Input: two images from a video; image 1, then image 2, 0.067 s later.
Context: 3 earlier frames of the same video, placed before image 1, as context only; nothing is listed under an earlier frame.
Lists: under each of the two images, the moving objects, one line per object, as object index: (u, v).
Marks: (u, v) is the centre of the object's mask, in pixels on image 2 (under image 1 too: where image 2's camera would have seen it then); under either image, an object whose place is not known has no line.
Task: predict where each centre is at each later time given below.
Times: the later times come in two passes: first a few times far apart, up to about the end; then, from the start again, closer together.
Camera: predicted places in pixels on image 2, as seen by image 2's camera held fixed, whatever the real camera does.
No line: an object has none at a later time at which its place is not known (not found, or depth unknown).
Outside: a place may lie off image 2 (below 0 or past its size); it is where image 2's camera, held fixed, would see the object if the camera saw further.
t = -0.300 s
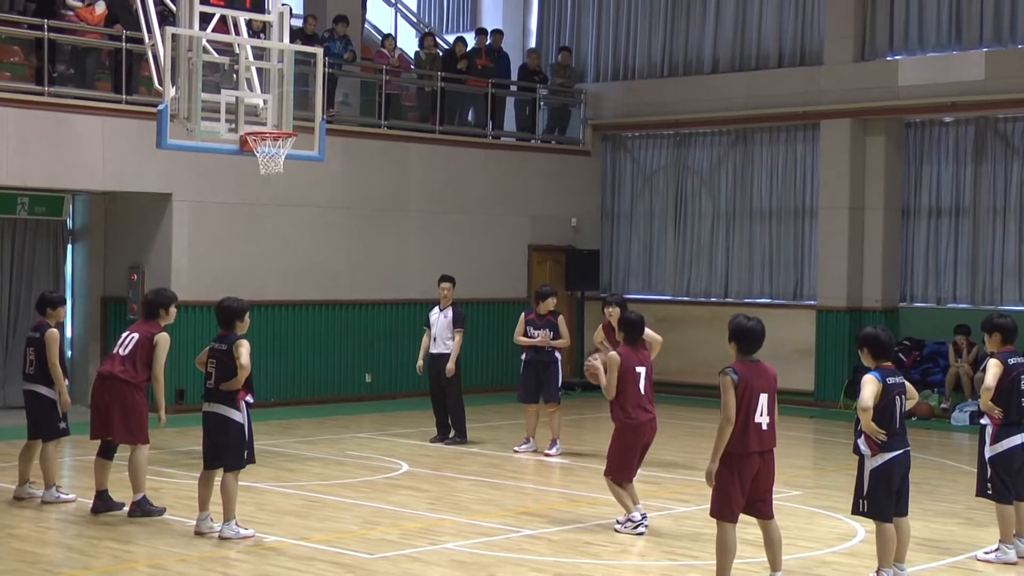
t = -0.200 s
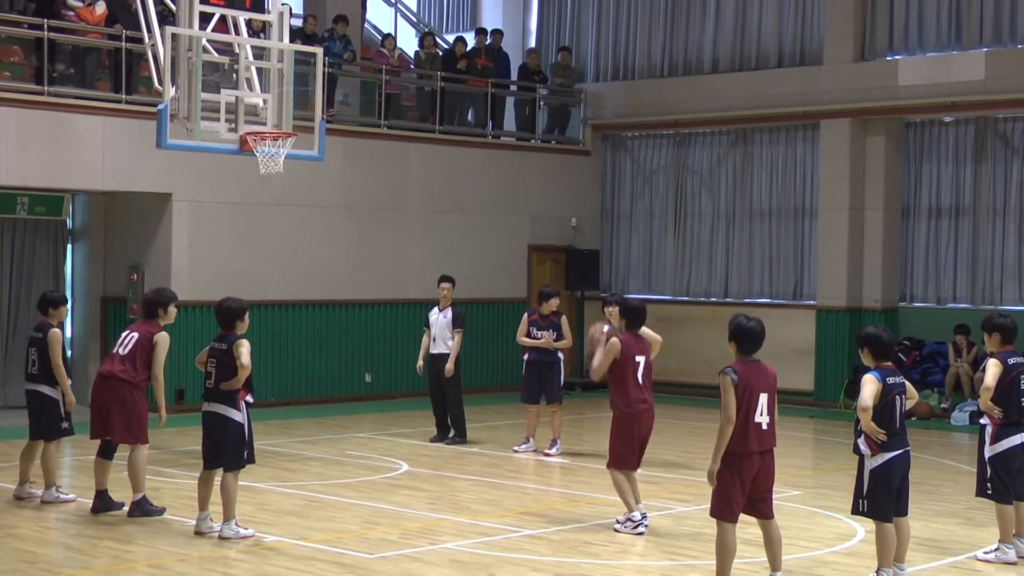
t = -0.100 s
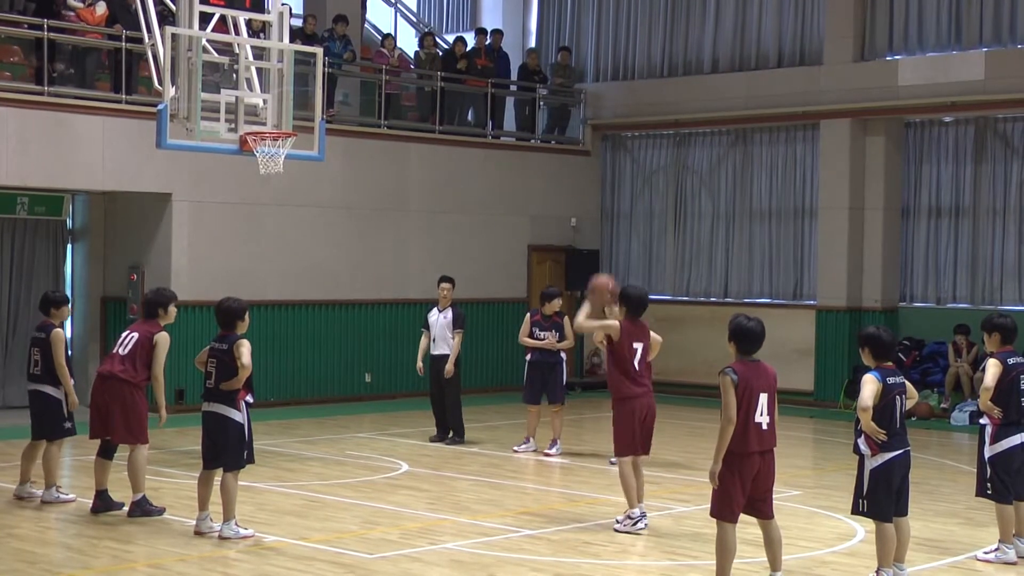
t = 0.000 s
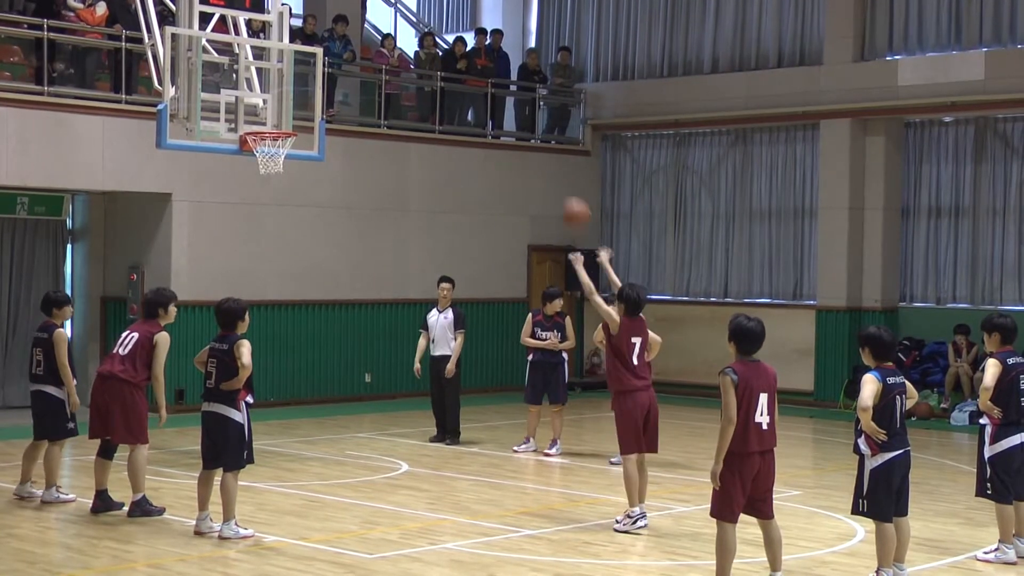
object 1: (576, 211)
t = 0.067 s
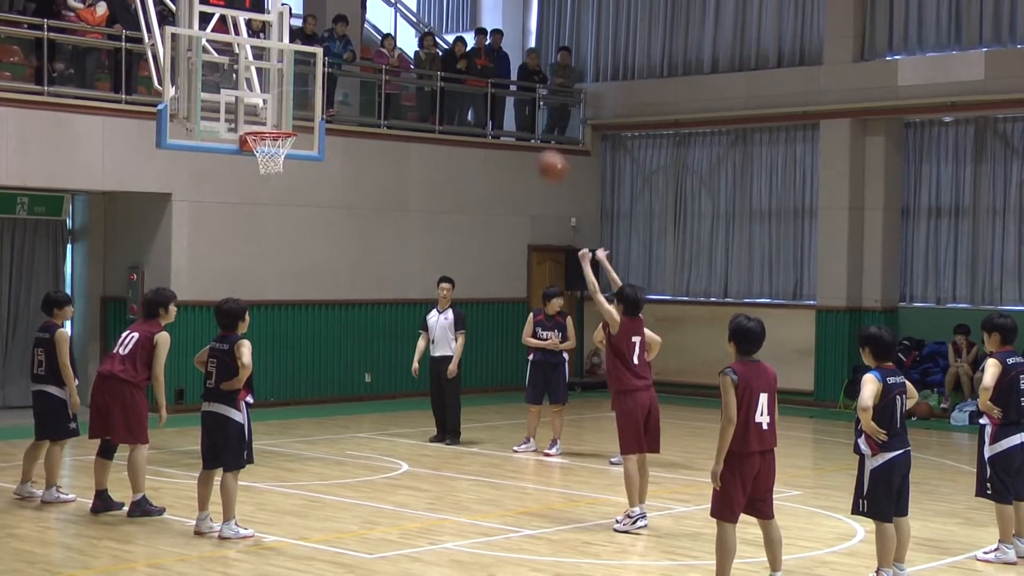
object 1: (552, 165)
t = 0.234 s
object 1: (497, 76)
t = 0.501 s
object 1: (418, 9)
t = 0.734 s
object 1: (354, 16)
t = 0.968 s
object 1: (297, 82)
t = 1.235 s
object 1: (261, 161)
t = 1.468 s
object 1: (266, 198)
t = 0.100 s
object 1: (541, 144)
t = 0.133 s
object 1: (529, 125)
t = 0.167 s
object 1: (519, 108)
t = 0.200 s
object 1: (507, 90)
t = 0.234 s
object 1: (497, 76)
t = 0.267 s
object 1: (487, 63)
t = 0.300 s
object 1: (477, 53)
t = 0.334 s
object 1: (467, 41)
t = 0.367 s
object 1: (456, 31)
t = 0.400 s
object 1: (446, 22)
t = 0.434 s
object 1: (436, 16)
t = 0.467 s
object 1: (428, 11)
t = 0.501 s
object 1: (418, 9)
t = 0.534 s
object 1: (408, 8)
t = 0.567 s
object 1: (399, 8)
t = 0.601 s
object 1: (389, 8)
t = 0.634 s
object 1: (381, 8)
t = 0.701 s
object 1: (363, 12)
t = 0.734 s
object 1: (354, 16)
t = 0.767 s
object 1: (346, 23)
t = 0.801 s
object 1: (337, 29)
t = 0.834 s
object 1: (329, 38)
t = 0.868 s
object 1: (321, 47)
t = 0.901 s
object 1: (313, 58)
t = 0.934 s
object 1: (304, 69)
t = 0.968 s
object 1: (297, 82)
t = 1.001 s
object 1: (288, 96)
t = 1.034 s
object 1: (281, 111)
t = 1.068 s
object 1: (274, 124)
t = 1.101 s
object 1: (266, 143)
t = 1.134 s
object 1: (262, 154)
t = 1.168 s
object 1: (262, 157)
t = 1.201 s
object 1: (262, 158)
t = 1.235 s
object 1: (261, 161)
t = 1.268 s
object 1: (261, 163)
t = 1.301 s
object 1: (261, 166)
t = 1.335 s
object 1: (262, 170)
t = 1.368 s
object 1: (263, 175)
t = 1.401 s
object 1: (264, 180)
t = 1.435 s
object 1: (265, 189)
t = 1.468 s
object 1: (266, 198)
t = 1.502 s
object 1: (266, 209)
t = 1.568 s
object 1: (267, 234)
